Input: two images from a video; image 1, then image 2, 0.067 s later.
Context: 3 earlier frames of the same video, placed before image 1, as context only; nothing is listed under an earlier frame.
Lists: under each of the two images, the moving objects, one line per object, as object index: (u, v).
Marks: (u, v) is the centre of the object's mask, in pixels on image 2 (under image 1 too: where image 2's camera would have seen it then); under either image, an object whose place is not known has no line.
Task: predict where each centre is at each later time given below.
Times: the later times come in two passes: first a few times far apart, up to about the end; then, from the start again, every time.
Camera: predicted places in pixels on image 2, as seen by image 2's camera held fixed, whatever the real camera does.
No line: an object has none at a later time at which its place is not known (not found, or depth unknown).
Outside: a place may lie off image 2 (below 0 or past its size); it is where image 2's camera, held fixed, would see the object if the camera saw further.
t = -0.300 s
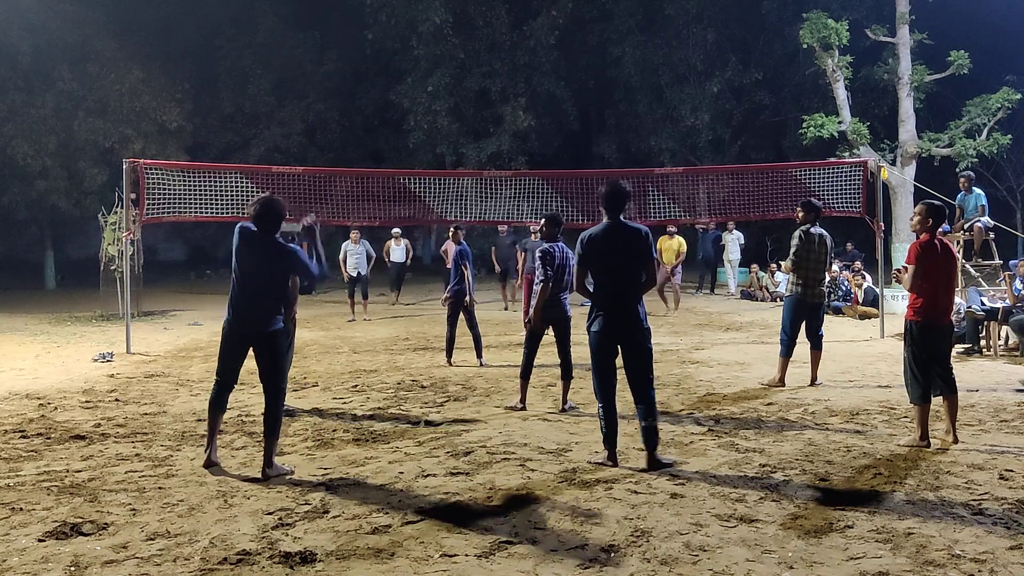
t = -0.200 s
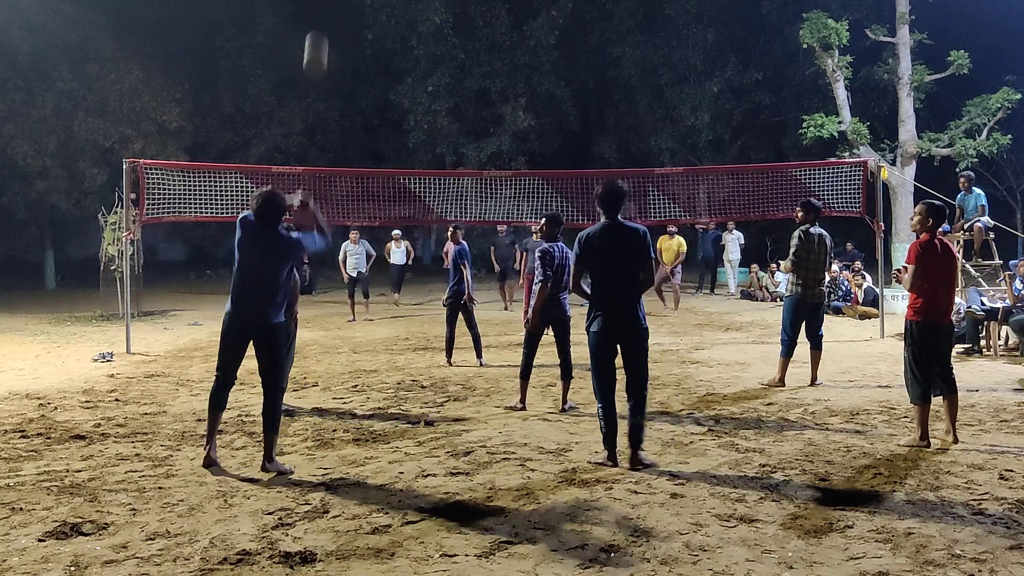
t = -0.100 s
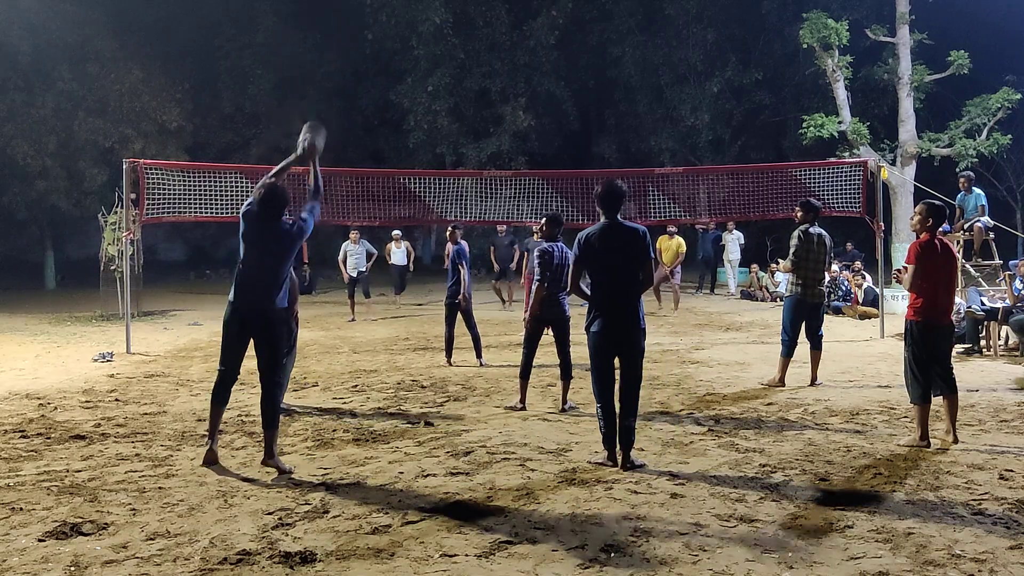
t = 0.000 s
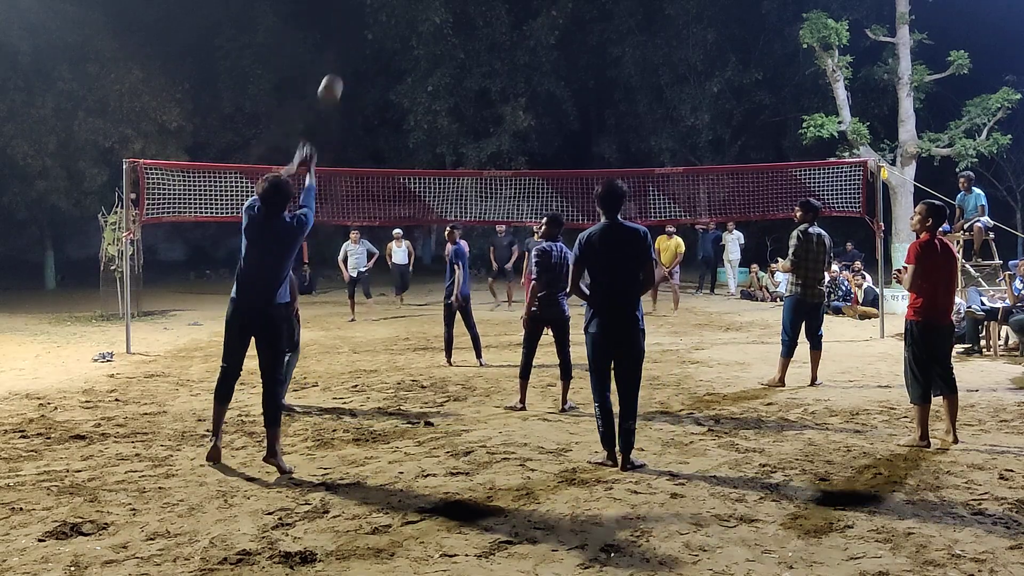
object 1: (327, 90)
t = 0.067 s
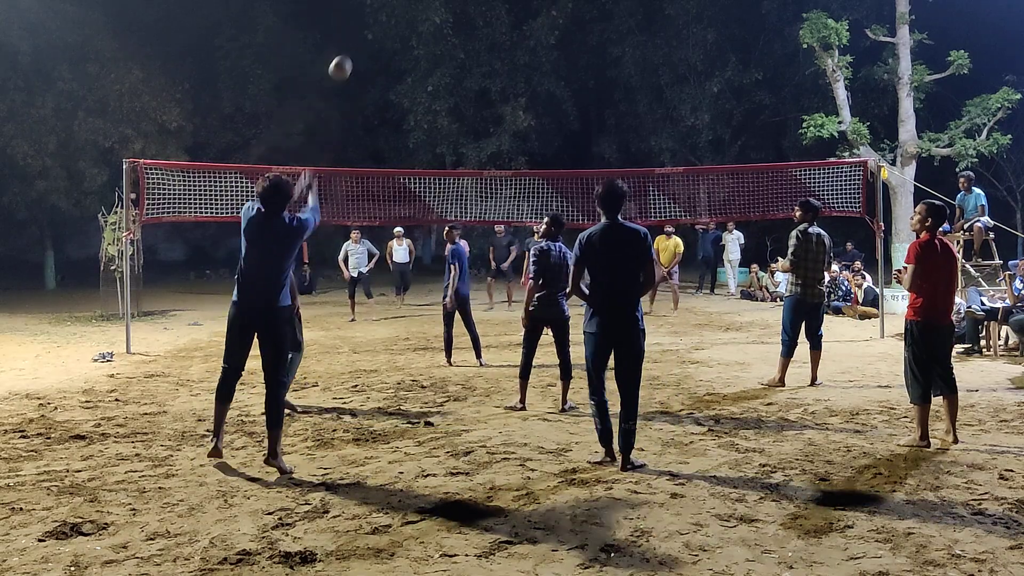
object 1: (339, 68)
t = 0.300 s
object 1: (368, 51)
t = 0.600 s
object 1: (394, 99)
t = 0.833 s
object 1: (410, 164)
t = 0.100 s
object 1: (344, 60)
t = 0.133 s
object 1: (349, 55)
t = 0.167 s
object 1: (353, 52)
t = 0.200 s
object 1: (356, 50)
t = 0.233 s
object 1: (360, 49)
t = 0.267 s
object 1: (364, 49)
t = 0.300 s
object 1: (368, 51)
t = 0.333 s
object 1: (371, 53)
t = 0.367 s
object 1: (374, 56)
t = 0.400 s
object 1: (377, 60)
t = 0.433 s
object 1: (380, 65)
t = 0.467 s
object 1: (383, 71)
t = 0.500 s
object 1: (386, 77)
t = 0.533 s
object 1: (389, 84)
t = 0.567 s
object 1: (391, 91)
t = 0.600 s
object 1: (394, 99)
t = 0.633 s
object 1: (396, 108)
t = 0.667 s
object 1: (399, 116)
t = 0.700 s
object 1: (401, 125)
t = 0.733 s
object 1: (404, 135)
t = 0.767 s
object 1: (406, 145)
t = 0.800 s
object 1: (408, 154)
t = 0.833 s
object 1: (410, 164)
